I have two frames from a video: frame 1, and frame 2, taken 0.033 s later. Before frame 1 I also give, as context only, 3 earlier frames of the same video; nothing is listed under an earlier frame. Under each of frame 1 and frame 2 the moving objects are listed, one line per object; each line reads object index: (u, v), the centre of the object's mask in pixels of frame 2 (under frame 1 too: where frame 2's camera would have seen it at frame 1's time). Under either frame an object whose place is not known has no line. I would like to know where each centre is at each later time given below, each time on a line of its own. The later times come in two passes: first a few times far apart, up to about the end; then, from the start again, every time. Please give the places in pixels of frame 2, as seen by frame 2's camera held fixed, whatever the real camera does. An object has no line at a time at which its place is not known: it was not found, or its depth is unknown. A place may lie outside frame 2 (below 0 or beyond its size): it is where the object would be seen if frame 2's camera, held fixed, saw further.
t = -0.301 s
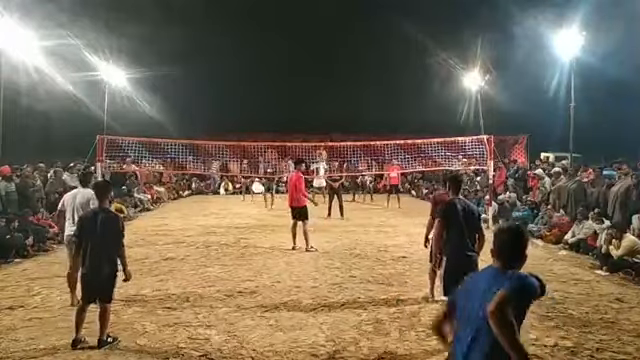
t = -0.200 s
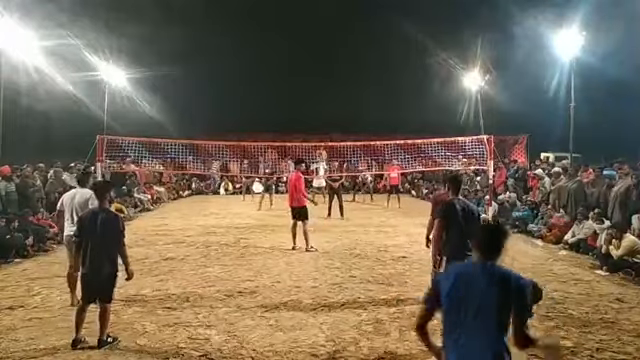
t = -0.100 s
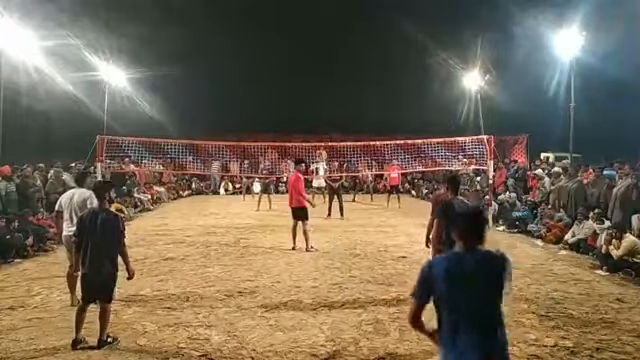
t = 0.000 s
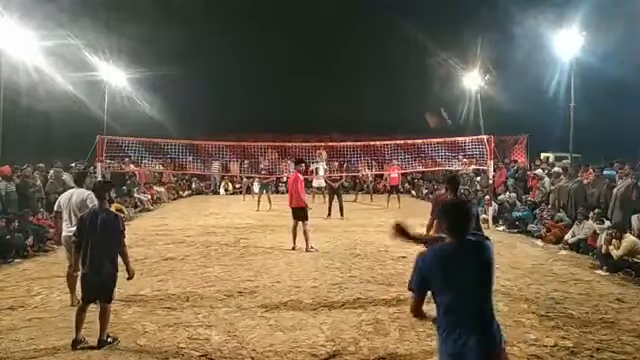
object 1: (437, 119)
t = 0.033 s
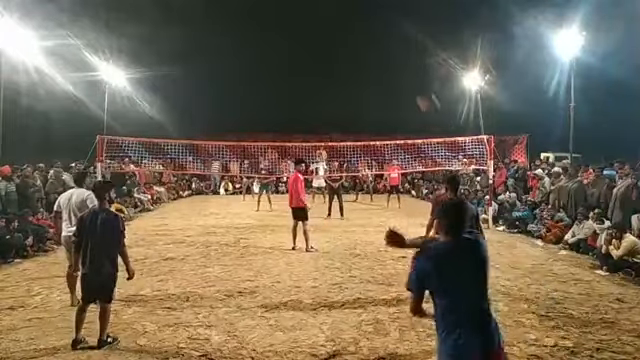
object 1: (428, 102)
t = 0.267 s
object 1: (379, 42)
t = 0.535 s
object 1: (349, 42)
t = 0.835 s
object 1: (329, 73)
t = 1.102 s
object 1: (317, 115)
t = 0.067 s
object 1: (418, 88)
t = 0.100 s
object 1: (410, 75)
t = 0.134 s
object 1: (402, 65)
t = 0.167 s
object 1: (395, 57)
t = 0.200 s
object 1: (389, 51)
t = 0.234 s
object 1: (384, 47)
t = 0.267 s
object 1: (379, 42)
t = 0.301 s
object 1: (374, 40)
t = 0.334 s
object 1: (370, 38)
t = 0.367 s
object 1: (365, 37)
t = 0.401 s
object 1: (362, 37)
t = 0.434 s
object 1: (358, 37)
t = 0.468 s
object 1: (355, 39)
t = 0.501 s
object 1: (352, 40)
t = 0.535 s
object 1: (349, 42)
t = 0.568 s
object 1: (346, 44)
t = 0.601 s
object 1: (343, 47)
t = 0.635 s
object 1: (341, 50)
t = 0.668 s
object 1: (338, 53)
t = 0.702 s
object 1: (336, 56)
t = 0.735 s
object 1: (334, 61)
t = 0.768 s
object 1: (332, 65)
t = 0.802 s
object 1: (330, 70)
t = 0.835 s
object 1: (329, 73)
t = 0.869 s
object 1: (327, 78)
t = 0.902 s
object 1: (325, 84)
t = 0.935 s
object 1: (324, 89)
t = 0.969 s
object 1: (323, 94)
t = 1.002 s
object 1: (321, 99)
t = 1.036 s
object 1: (320, 104)
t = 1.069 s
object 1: (318, 111)
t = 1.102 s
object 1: (317, 115)
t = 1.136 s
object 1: (316, 121)
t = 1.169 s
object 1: (315, 127)
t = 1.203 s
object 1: (314, 133)
